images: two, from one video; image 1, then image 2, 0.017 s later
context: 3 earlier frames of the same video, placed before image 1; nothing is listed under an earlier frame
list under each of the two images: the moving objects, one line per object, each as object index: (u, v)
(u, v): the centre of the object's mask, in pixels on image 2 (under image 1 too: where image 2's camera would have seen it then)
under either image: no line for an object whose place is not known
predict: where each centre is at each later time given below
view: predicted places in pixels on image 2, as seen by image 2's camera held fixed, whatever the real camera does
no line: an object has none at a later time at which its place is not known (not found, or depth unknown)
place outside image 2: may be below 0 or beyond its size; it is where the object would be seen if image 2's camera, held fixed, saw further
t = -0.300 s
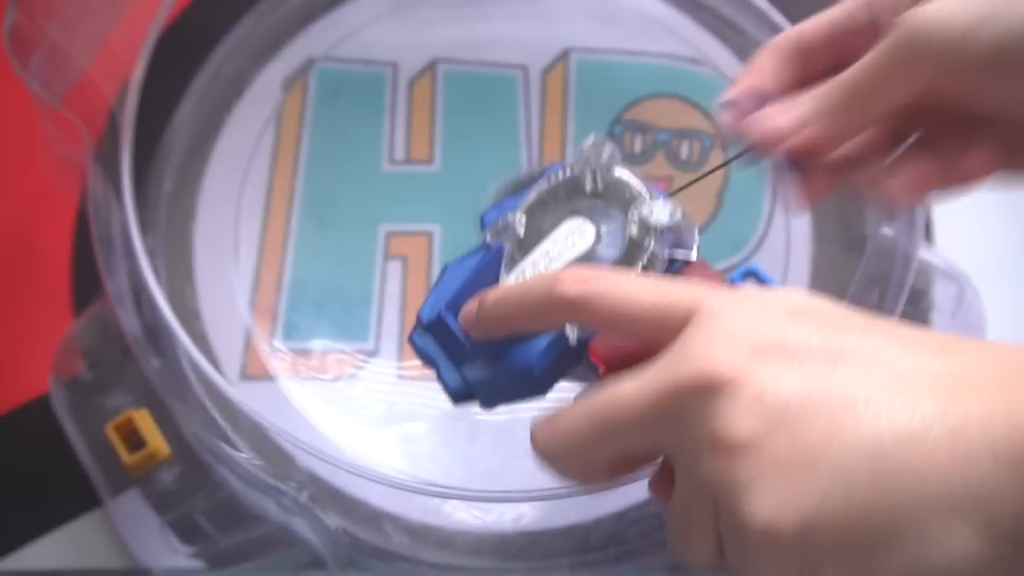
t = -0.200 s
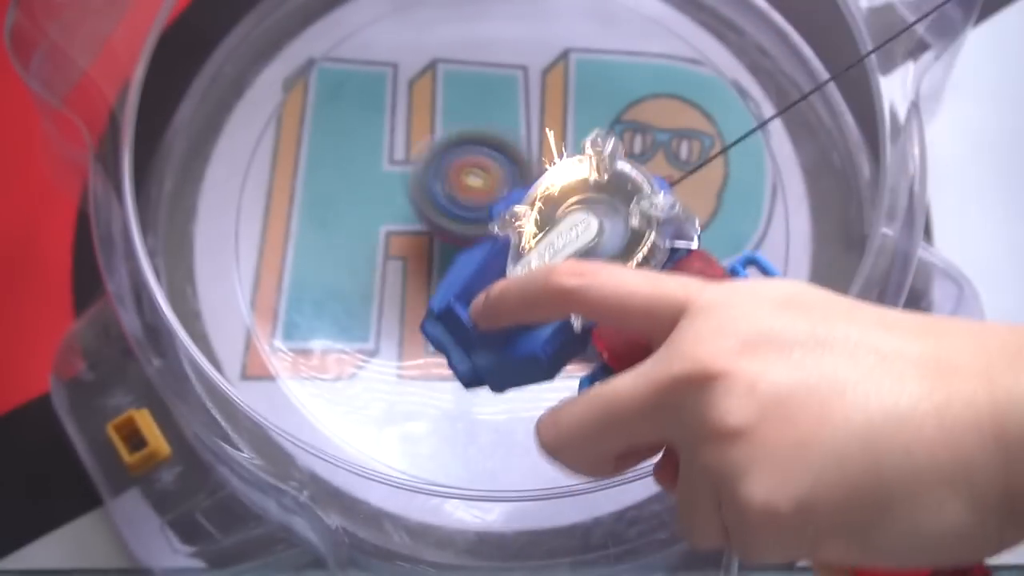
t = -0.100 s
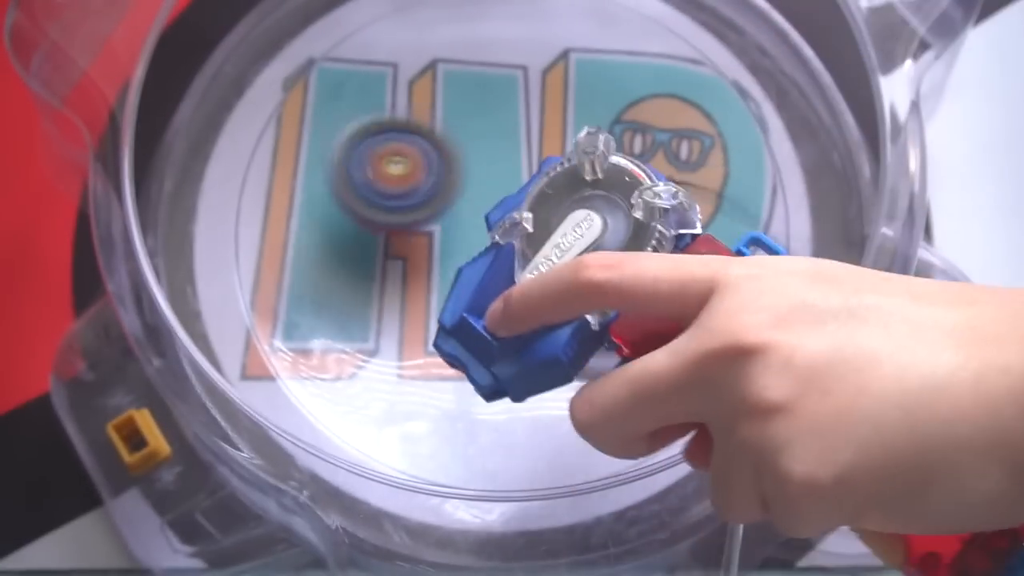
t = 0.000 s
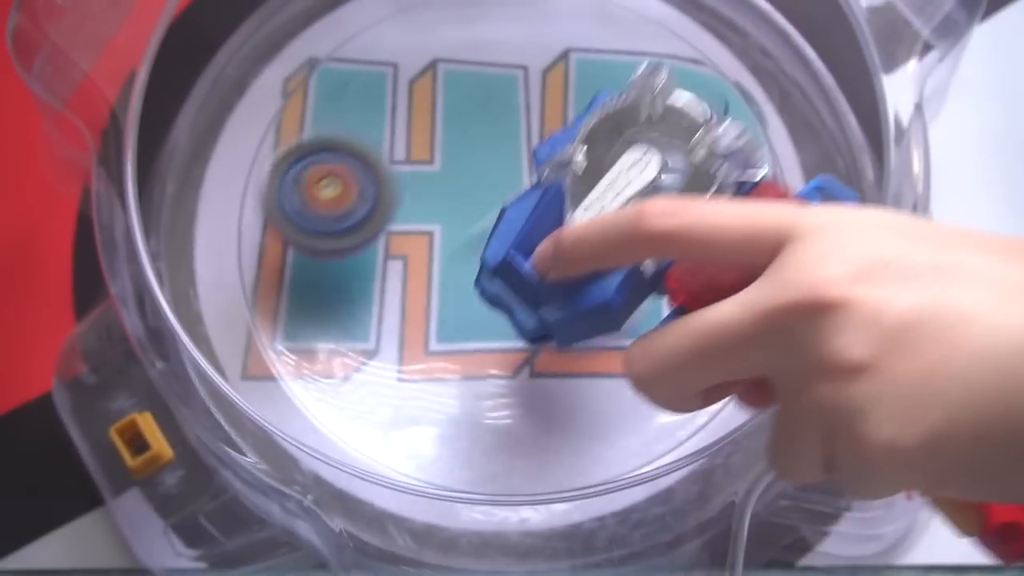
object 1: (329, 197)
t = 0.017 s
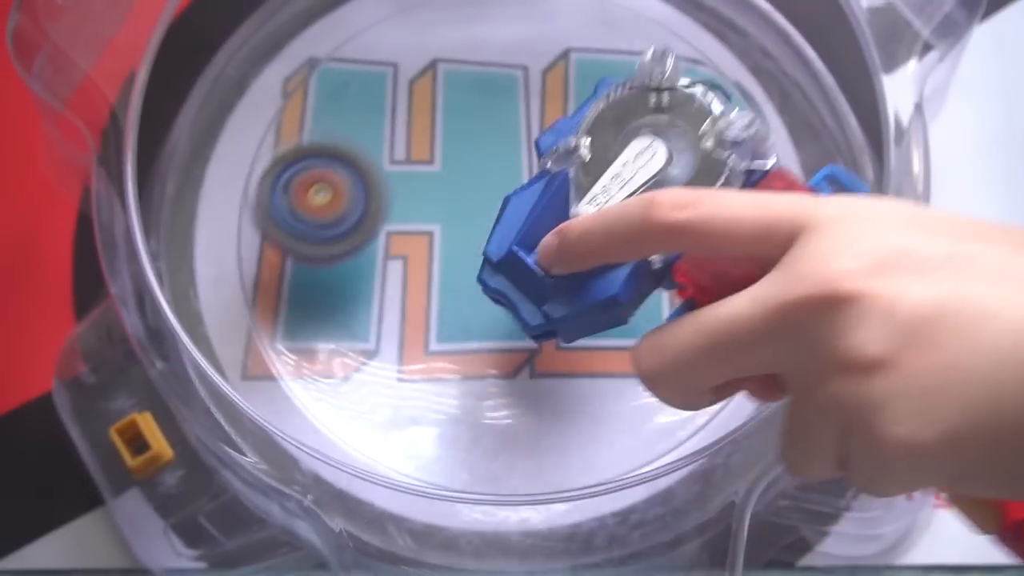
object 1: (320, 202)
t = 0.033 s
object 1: (312, 210)
